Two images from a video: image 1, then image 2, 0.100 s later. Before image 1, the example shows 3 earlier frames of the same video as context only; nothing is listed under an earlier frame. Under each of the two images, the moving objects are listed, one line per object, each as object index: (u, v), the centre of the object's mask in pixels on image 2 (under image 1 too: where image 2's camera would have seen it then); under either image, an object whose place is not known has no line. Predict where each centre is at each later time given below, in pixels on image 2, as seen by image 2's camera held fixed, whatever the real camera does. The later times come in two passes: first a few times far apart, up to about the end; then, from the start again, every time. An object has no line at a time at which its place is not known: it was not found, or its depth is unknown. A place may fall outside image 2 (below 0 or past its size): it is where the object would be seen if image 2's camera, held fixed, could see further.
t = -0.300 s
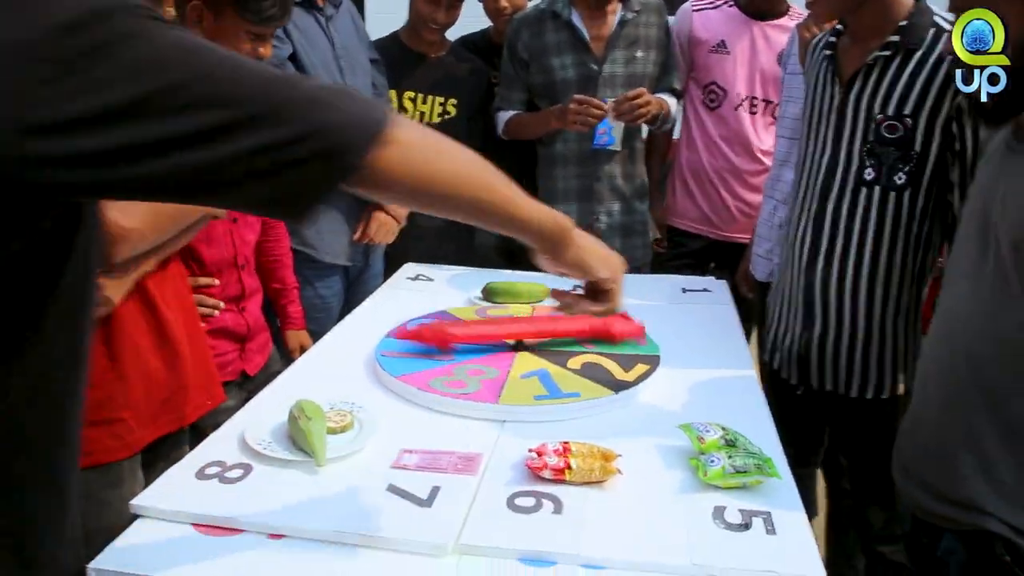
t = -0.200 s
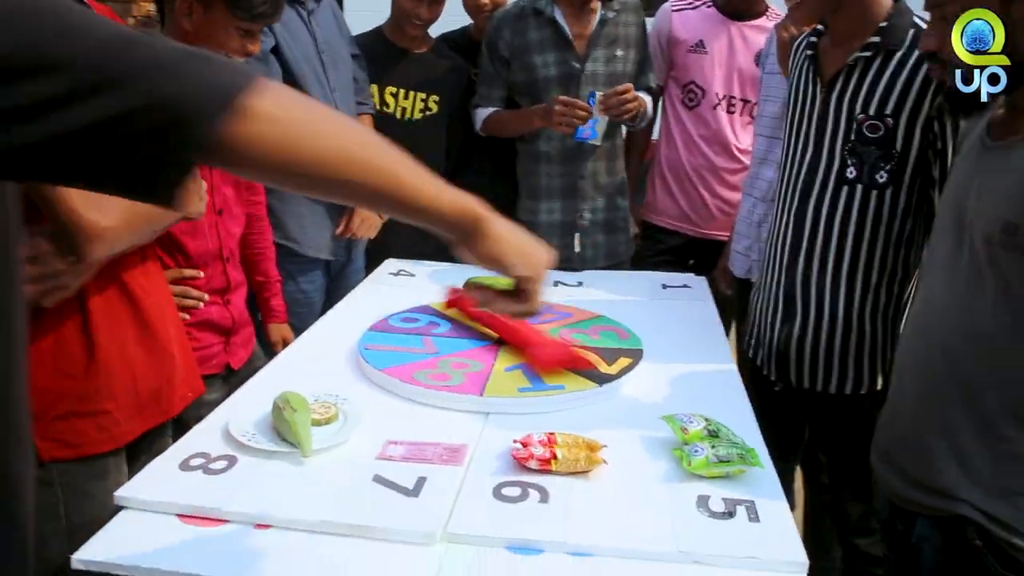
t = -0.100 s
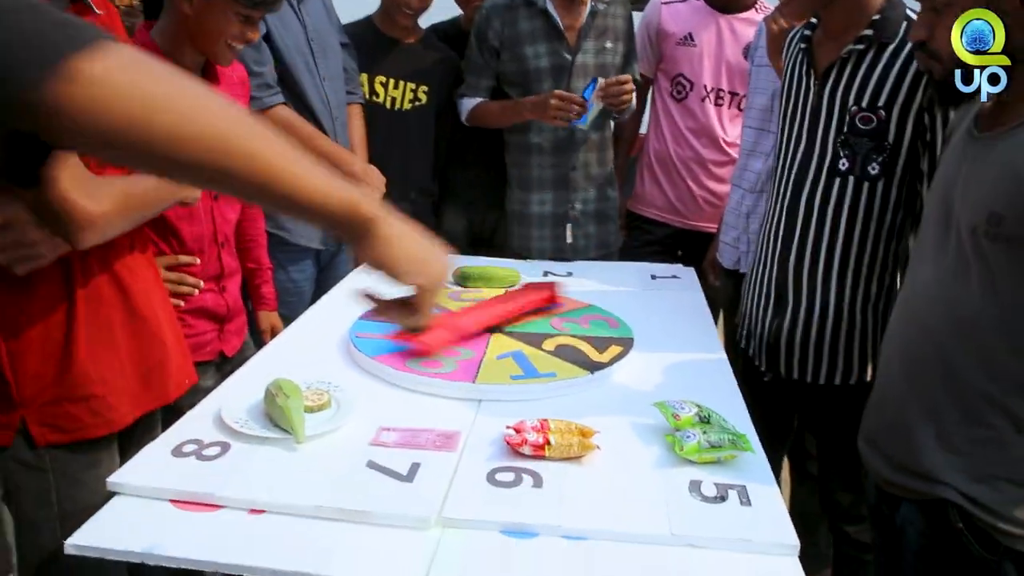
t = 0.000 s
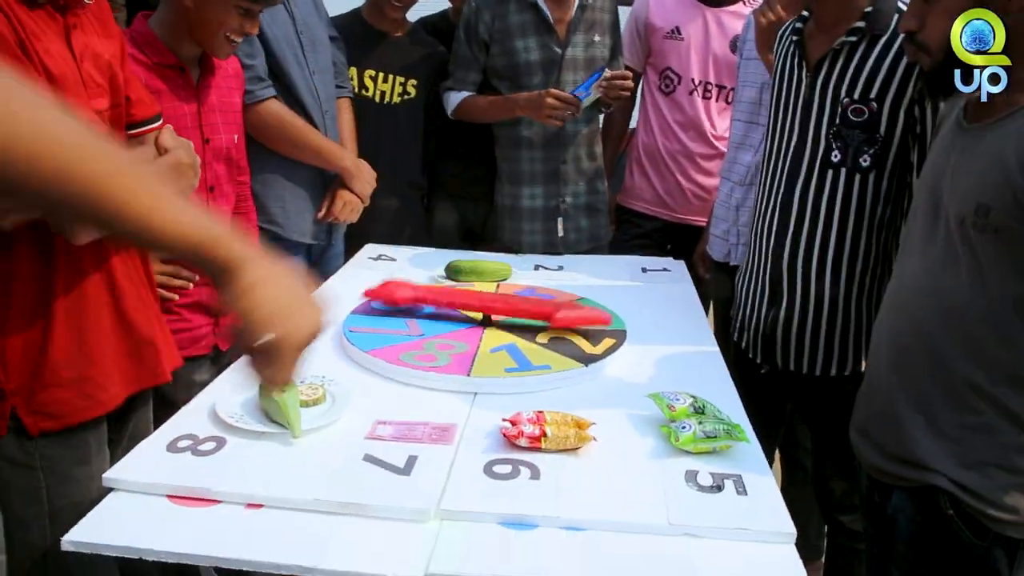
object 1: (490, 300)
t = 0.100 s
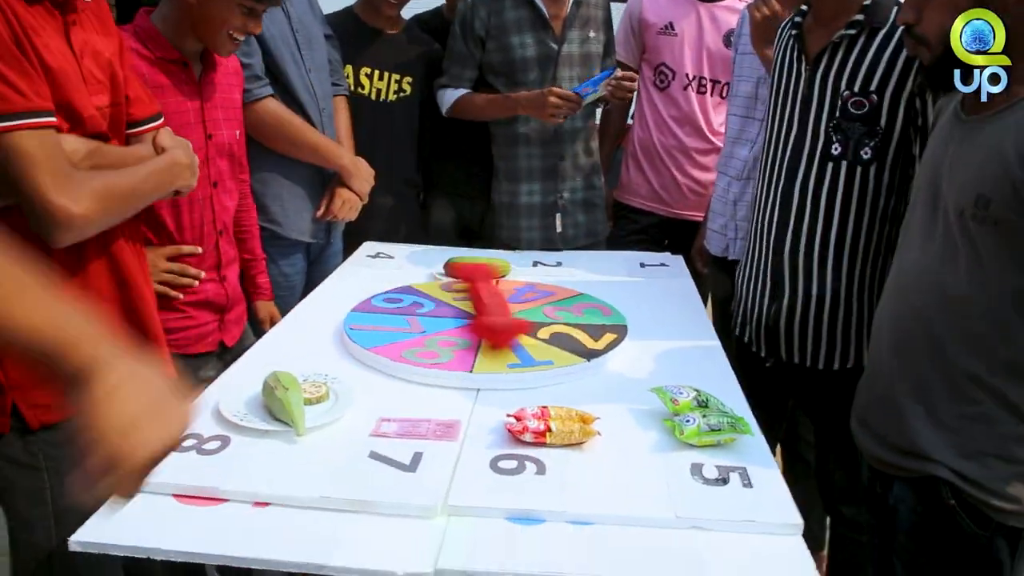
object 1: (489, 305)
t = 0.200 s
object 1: (485, 303)
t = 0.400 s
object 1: (488, 312)
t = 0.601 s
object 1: (491, 300)
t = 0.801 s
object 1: (486, 305)
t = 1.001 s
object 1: (508, 306)
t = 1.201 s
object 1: (470, 307)
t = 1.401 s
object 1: (493, 301)
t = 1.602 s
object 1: (486, 306)
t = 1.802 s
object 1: (497, 301)
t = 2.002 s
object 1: (502, 313)
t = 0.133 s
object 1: (485, 307)
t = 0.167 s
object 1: (484, 305)
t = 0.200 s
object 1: (485, 303)
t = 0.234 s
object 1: (494, 301)
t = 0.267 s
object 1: (501, 301)
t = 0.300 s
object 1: (509, 304)
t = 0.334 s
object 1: (511, 309)
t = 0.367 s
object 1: (501, 311)
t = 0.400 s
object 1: (488, 312)
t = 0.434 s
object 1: (479, 311)
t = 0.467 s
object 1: (471, 309)
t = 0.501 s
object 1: (472, 305)
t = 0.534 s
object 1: (472, 302)
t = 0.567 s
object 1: (482, 300)
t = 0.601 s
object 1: (491, 300)
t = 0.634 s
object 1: (495, 302)
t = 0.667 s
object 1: (494, 303)
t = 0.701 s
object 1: (492, 303)
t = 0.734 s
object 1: (491, 306)
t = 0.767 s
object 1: (486, 308)
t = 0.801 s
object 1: (486, 305)
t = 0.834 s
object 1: (488, 303)
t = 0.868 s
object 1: (490, 302)
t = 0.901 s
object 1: (493, 300)
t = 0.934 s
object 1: (499, 301)
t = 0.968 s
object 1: (506, 303)
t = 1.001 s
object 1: (508, 306)
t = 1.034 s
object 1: (507, 309)
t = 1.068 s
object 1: (500, 312)
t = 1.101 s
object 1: (491, 312)
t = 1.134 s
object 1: (482, 312)
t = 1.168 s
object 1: (473, 311)
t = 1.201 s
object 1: (470, 307)
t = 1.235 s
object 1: (471, 304)
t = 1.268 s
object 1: (472, 302)
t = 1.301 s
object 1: (477, 300)
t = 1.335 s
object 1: (482, 300)
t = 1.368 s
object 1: (490, 300)
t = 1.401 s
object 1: (493, 301)
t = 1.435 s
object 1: (495, 303)
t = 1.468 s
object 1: (493, 303)
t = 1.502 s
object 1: (493, 305)
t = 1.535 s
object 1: (491, 307)
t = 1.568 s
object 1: (488, 307)
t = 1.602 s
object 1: (486, 306)
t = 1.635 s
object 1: (486, 305)
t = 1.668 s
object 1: (488, 304)
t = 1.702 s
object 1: (487, 302)
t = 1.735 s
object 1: (489, 301)
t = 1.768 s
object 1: (493, 301)
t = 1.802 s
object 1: (497, 301)
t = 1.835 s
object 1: (502, 302)
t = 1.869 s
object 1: (507, 304)
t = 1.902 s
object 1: (508, 306)
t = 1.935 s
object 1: (508, 308)
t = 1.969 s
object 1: (506, 311)
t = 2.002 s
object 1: (502, 313)
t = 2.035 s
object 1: (495, 312)
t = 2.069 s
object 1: (487, 314)
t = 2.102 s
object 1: (481, 313)
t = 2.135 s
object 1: (475, 313)
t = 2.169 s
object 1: (471, 310)
